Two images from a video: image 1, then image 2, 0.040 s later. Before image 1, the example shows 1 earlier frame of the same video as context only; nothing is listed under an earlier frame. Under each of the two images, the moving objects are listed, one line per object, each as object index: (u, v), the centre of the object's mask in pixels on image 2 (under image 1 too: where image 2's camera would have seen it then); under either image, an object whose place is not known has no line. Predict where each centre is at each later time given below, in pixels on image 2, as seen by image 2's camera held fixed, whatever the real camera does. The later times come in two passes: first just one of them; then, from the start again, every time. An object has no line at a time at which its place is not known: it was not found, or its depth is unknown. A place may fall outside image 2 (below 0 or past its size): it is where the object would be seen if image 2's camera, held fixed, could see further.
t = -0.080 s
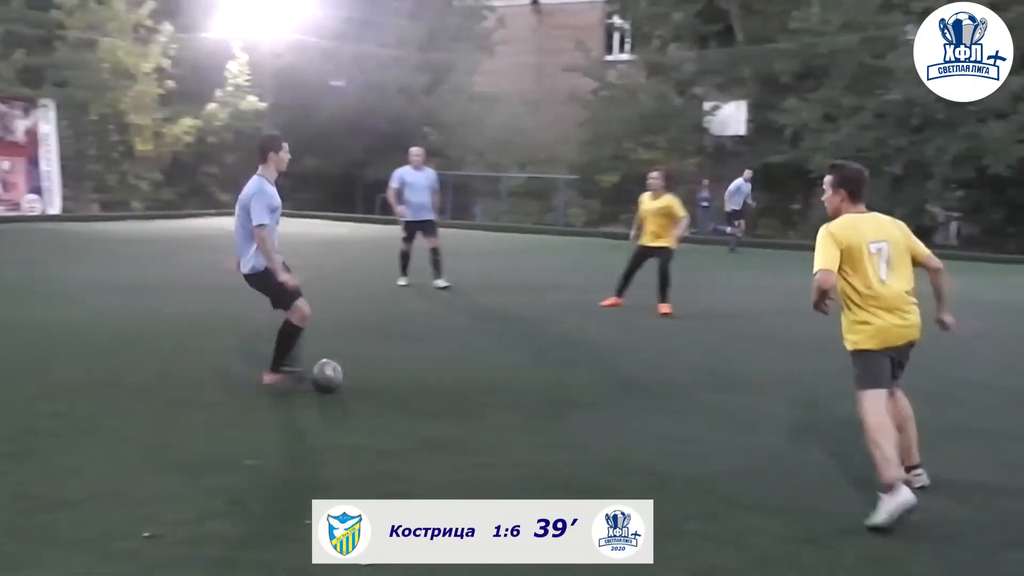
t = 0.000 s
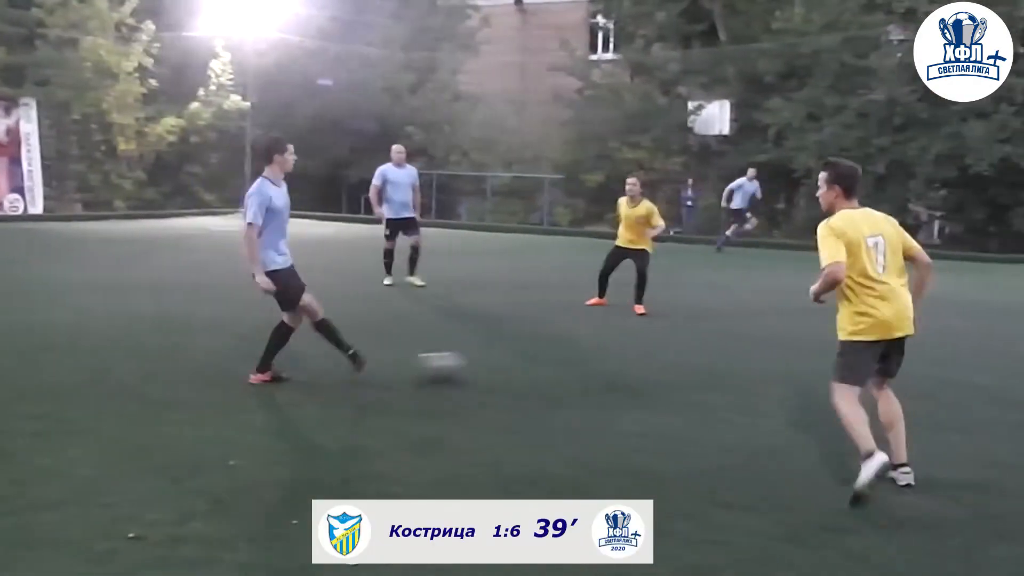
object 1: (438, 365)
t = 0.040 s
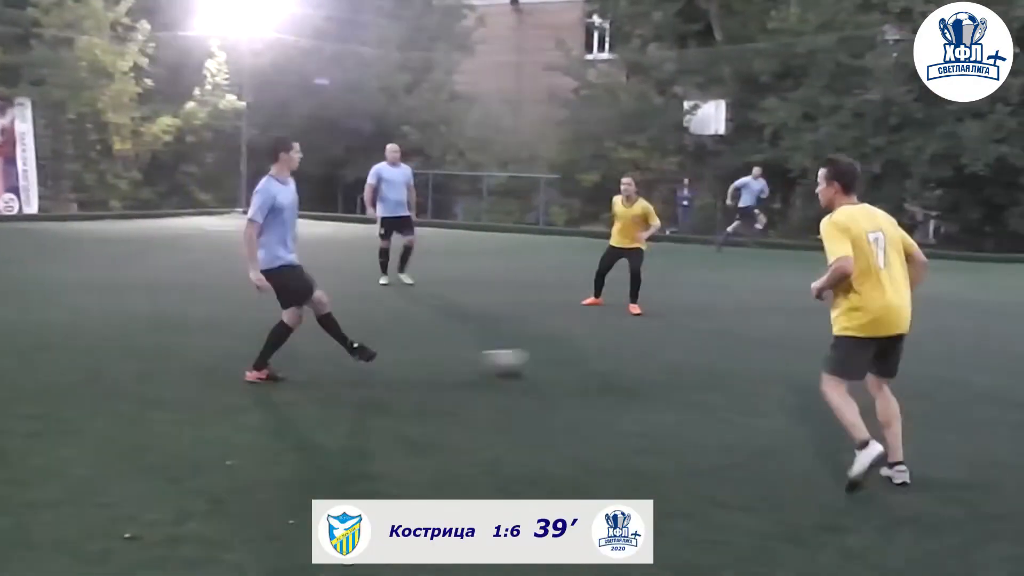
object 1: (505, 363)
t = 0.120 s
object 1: (624, 355)
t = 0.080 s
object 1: (567, 359)
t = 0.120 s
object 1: (624, 355)
